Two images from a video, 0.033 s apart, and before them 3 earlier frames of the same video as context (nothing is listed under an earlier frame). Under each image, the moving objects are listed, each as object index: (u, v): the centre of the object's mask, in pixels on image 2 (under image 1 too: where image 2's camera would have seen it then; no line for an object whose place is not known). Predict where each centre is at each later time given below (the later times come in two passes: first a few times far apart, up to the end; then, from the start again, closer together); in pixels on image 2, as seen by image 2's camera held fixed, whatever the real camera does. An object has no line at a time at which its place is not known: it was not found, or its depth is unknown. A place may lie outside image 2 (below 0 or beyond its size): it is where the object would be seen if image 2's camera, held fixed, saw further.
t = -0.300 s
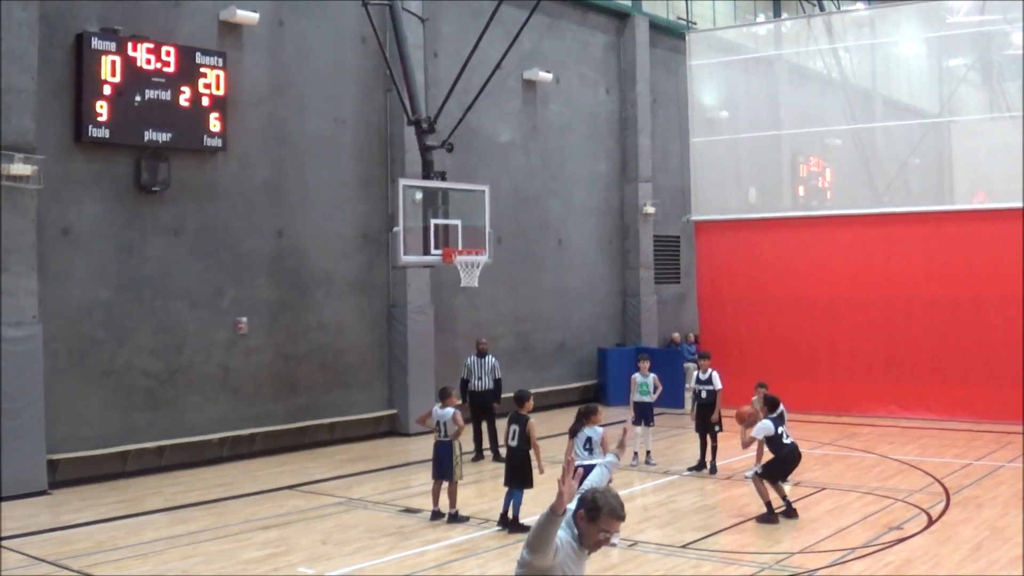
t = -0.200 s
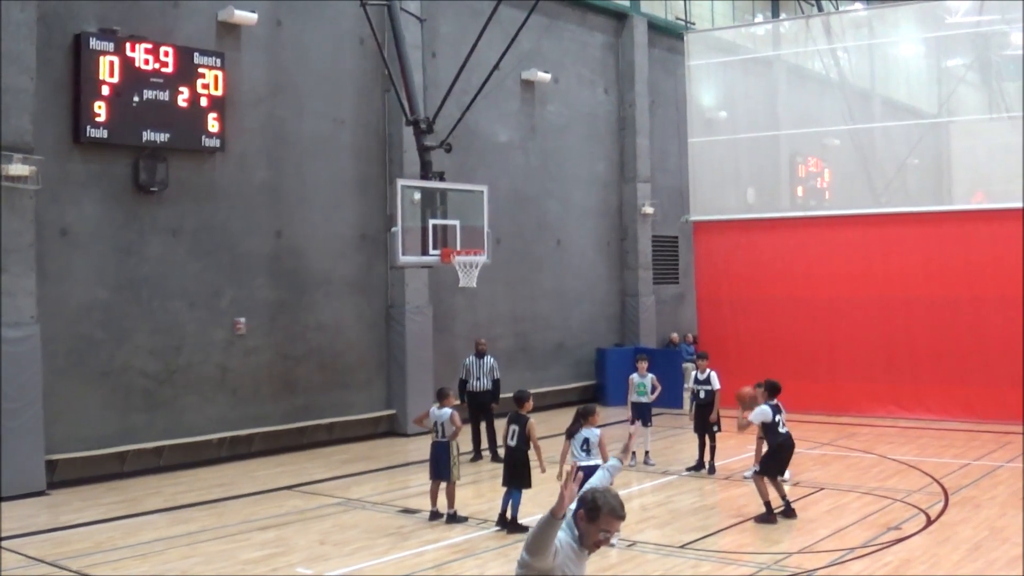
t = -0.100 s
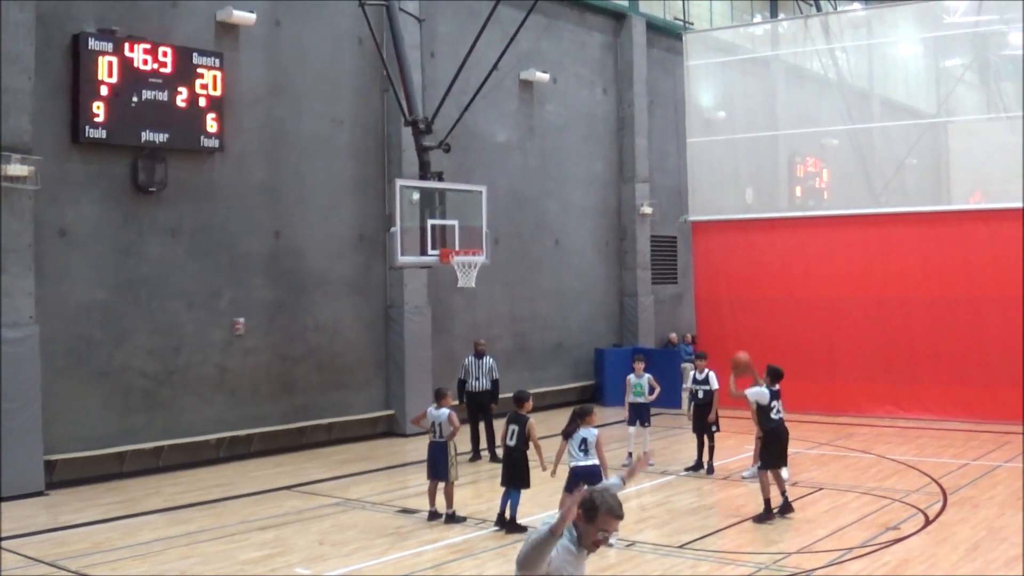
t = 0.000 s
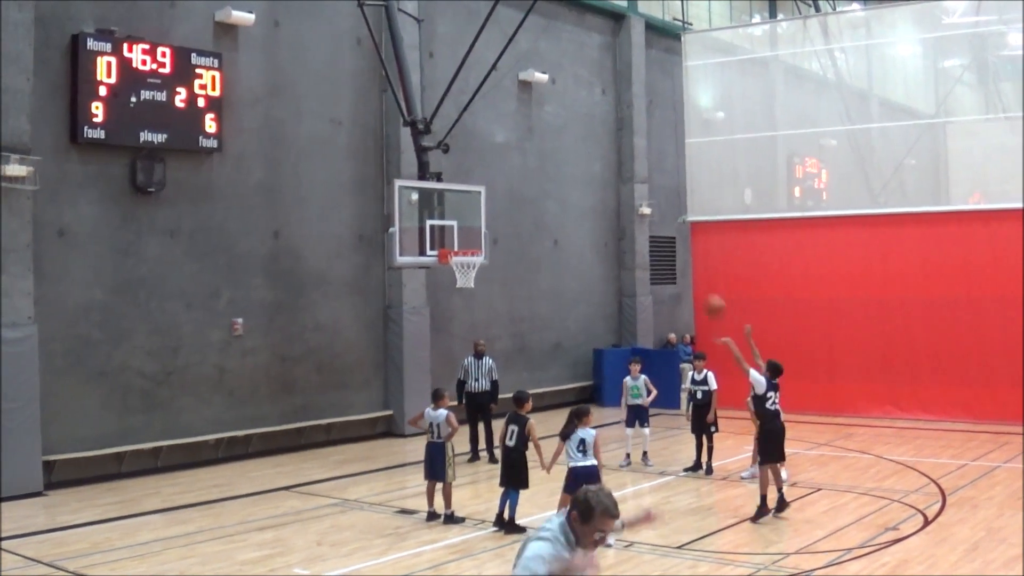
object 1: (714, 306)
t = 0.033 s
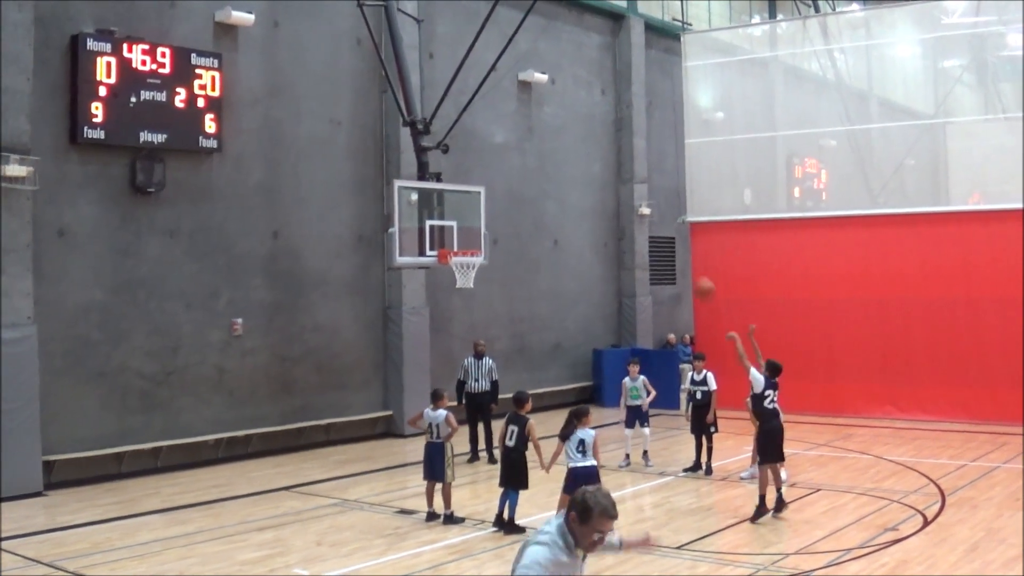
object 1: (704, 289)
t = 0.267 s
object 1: (637, 198)
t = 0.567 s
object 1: (563, 153)
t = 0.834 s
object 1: (505, 175)
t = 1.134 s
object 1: (461, 246)
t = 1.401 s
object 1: (456, 214)
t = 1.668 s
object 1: (435, 223)
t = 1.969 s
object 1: (411, 297)
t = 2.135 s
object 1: (399, 368)
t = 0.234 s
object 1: (646, 208)
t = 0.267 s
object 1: (637, 198)
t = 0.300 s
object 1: (627, 188)
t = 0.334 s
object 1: (619, 180)
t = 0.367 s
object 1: (611, 174)
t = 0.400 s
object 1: (603, 168)
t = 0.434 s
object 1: (594, 163)
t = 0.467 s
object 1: (586, 160)
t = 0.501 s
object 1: (578, 157)
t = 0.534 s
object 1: (570, 155)
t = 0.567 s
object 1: (563, 153)
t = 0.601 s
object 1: (555, 153)
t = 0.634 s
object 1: (547, 154)
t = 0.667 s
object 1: (540, 155)
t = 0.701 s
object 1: (533, 158)
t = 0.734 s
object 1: (526, 161)
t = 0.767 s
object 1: (518, 165)
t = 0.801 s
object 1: (512, 169)
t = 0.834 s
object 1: (505, 175)
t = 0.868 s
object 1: (498, 182)
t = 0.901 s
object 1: (491, 188)
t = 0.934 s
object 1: (485, 196)
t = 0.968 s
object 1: (478, 206)
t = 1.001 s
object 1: (471, 215)
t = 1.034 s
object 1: (466, 225)
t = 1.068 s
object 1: (460, 235)
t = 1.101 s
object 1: (454, 246)
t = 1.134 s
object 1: (461, 246)
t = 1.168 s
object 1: (472, 245)
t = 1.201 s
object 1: (472, 243)
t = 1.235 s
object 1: (470, 236)
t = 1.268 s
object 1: (467, 230)
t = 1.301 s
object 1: (465, 225)
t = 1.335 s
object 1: (462, 221)
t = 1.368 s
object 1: (459, 217)
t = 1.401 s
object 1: (456, 214)
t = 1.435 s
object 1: (454, 213)
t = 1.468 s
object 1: (451, 212)
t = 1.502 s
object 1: (448, 212)
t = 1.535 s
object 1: (446, 212)
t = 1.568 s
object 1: (443, 213)
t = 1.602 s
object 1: (440, 215)
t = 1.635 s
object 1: (438, 219)
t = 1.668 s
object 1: (435, 223)
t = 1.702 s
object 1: (432, 228)
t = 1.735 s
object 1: (430, 233)
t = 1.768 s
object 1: (428, 240)
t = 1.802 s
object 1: (424, 247)
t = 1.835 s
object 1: (422, 255)
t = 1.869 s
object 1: (420, 265)
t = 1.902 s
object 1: (417, 275)
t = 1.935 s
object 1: (414, 285)
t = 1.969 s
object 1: (411, 297)
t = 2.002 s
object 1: (409, 310)
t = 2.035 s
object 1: (407, 324)
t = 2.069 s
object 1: (404, 338)
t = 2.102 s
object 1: (401, 353)
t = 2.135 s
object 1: (399, 368)
